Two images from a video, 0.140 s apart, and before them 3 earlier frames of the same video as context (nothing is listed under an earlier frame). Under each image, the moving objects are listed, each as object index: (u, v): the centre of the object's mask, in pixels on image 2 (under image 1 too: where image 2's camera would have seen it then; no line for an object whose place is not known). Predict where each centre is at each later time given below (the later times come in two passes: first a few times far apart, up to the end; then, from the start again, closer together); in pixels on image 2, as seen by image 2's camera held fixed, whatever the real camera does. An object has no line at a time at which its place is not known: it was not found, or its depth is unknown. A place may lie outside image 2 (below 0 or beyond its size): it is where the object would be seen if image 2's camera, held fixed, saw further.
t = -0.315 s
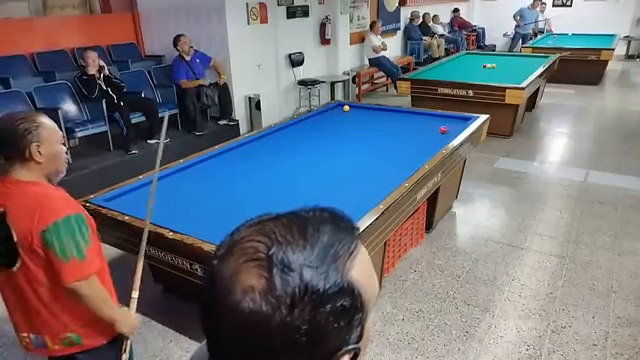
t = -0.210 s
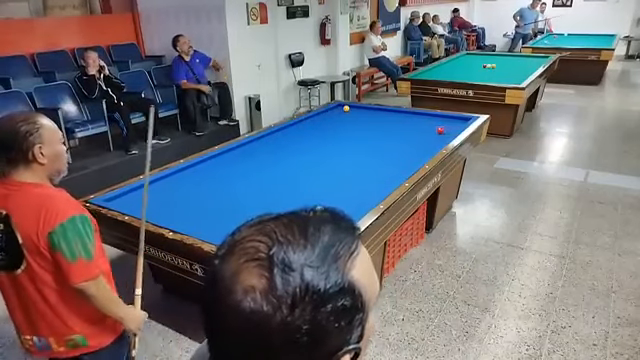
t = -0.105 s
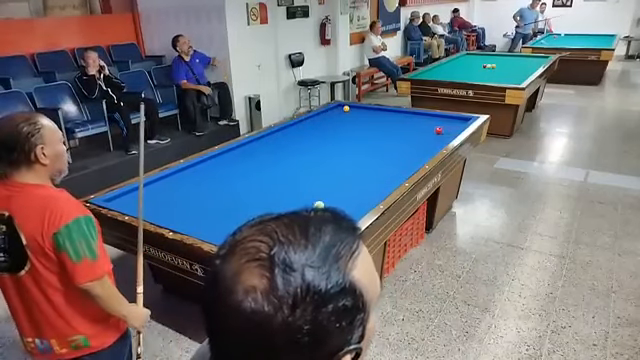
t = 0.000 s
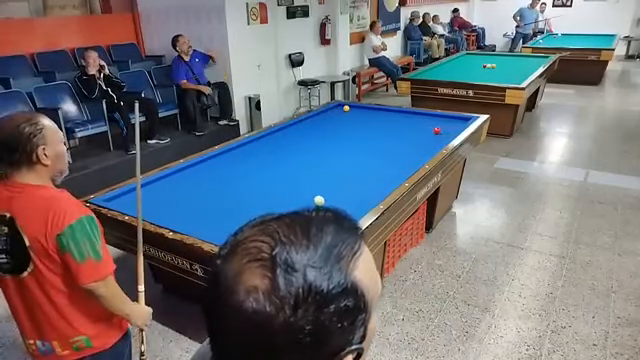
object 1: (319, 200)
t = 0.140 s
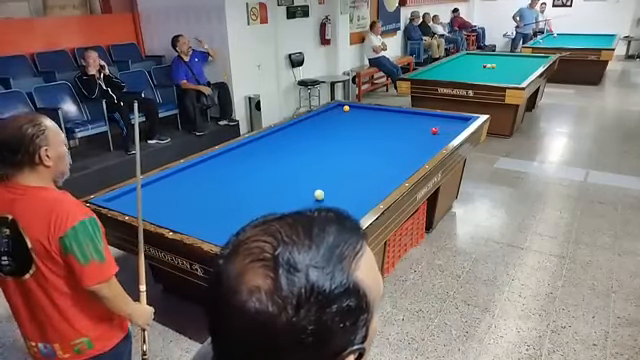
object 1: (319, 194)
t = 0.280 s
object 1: (319, 188)
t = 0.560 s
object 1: (319, 176)
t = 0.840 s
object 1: (318, 167)
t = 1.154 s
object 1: (318, 157)
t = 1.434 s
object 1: (318, 149)
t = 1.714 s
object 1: (318, 142)
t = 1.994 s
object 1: (318, 137)
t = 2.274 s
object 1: (318, 131)
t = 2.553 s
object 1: (318, 126)
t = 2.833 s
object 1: (318, 121)
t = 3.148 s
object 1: (317, 117)
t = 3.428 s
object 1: (319, 113)
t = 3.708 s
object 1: (327, 112)
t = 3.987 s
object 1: (334, 110)
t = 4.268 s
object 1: (341, 109)
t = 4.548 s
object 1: (343, 109)
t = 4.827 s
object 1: (345, 109)
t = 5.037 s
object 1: (345, 109)
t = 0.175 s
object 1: (319, 193)
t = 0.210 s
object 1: (319, 191)
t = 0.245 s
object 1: (319, 190)
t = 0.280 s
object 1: (319, 188)
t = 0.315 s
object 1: (319, 187)
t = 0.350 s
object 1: (319, 185)
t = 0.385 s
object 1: (319, 184)
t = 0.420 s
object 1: (319, 182)
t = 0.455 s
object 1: (319, 181)
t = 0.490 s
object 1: (319, 180)
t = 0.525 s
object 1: (318, 177)
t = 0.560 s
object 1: (319, 176)
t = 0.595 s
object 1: (318, 175)
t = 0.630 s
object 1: (319, 174)
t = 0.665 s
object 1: (318, 172)
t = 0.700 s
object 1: (318, 171)
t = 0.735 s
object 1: (318, 170)
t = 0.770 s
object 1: (319, 169)
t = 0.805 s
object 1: (318, 168)
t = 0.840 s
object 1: (318, 167)
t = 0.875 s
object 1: (318, 166)
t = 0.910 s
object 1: (318, 165)
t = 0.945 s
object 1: (318, 164)
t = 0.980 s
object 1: (318, 162)
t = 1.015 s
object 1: (318, 161)
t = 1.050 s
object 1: (318, 160)
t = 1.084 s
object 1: (318, 159)
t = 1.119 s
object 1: (318, 158)
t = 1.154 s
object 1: (318, 157)
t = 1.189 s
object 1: (318, 156)
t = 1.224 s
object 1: (318, 156)
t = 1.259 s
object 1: (318, 155)
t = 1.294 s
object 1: (318, 153)
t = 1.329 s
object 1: (318, 152)
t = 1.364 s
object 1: (318, 151)
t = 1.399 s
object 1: (318, 150)
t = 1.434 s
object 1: (318, 149)
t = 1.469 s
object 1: (318, 148)
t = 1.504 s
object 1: (318, 147)
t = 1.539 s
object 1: (318, 147)
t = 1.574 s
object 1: (318, 146)
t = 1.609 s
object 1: (318, 145)
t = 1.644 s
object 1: (318, 144)
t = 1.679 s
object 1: (318, 143)
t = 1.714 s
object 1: (318, 142)
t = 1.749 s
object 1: (318, 142)
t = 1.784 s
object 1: (318, 141)
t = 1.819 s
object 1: (318, 140)
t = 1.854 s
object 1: (318, 140)
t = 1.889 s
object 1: (318, 139)
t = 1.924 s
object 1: (318, 138)
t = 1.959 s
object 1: (318, 138)
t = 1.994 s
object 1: (318, 137)
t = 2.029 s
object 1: (318, 135)
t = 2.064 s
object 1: (318, 135)
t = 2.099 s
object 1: (318, 134)
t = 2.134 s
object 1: (318, 134)
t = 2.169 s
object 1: (318, 133)
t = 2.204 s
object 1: (318, 132)
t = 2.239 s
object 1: (318, 132)
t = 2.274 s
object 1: (318, 131)
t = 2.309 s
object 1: (318, 130)
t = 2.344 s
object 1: (318, 129)
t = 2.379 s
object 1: (318, 129)
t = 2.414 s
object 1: (318, 128)
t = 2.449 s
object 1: (318, 128)
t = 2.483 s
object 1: (318, 127)
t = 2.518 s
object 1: (318, 127)
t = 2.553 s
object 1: (318, 126)
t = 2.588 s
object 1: (318, 126)
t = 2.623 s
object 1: (318, 125)
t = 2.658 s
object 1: (318, 124)
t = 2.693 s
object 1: (318, 124)
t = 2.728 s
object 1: (318, 123)
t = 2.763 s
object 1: (318, 122)
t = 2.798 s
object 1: (318, 122)
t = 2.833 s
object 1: (318, 121)
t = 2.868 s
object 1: (318, 121)
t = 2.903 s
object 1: (317, 120)
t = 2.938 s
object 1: (318, 120)
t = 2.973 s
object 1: (318, 119)
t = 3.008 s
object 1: (318, 119)
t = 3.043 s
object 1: (318, 118)
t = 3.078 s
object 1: (317, 118)
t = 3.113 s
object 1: (317, 117)
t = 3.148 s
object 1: (317, 117)
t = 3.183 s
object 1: (317, 116)
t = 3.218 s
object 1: (317, 116)
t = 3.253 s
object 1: (317, 116)
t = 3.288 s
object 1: (317, 115)
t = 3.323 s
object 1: (317, 115)
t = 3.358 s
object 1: (318, 114)
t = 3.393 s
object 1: (318, 114)
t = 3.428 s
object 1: (319, 113)
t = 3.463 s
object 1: (320, 113)
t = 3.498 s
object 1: (322, 113)
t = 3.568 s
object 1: (323, 113)
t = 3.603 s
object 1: (325, 112)
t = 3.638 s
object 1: (325, 112)
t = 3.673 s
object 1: (327, 112)
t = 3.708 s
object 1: (327, 112)
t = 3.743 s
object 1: (328, 112)
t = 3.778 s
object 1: (329, 112)
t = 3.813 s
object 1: (330, 111)
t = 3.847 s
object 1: (331, 111)
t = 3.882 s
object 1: (332, 111)
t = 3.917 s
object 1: (333, 111)
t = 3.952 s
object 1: (334, 111)
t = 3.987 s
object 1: (334, 110)
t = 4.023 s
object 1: (335, 110)
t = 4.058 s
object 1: (336, 110)
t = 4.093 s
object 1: (337, 110)
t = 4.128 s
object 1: (338, 110)
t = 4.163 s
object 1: (339, 110)
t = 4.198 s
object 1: (340, 110)
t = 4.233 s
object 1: (341, 109)
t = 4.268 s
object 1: (341, 109)
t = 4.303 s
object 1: (342, 109)
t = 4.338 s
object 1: (342, 109)
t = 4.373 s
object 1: (342, 109)
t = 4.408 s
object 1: (342, 109)
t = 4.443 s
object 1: (343, 109)
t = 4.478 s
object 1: (343, 109)
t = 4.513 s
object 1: (343, 109)
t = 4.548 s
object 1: (343, 109)
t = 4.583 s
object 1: (343, 109)
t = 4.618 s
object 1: (343, 109)
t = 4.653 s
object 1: (343, 109)
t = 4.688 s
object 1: (343, 109)
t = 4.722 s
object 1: (344, 109)
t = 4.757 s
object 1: (344, 109)
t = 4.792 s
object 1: (344, 109)
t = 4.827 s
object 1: (345, 109)
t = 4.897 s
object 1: (345, 109)
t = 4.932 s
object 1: (345, 109)
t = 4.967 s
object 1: (345, 109)
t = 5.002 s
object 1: (345, 109)
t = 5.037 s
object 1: (345, 109)
